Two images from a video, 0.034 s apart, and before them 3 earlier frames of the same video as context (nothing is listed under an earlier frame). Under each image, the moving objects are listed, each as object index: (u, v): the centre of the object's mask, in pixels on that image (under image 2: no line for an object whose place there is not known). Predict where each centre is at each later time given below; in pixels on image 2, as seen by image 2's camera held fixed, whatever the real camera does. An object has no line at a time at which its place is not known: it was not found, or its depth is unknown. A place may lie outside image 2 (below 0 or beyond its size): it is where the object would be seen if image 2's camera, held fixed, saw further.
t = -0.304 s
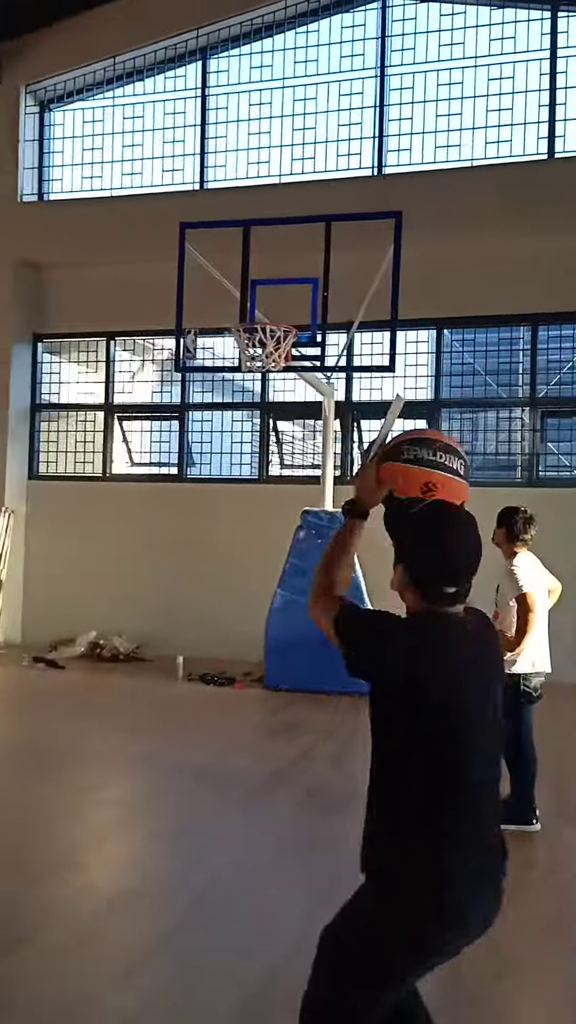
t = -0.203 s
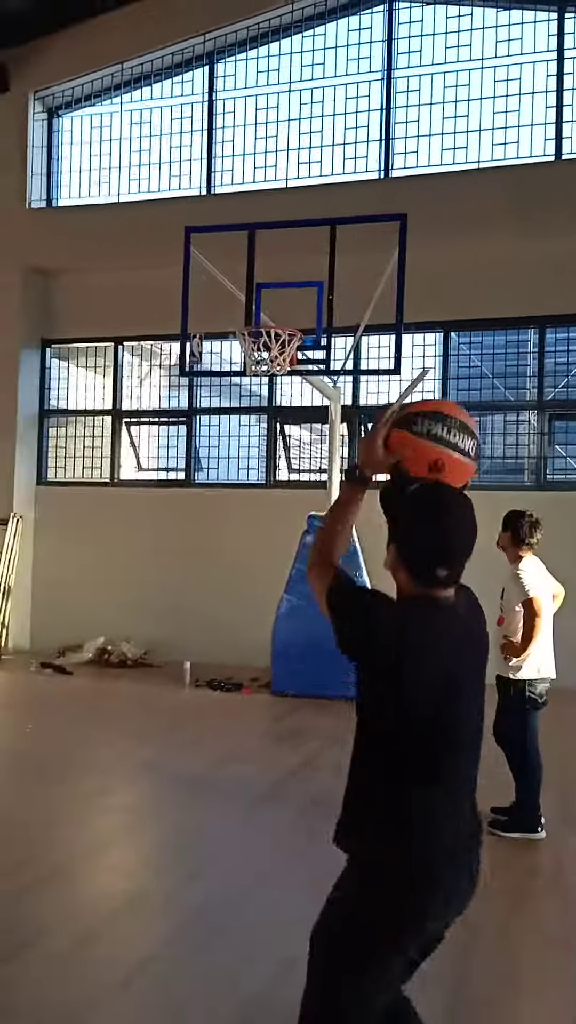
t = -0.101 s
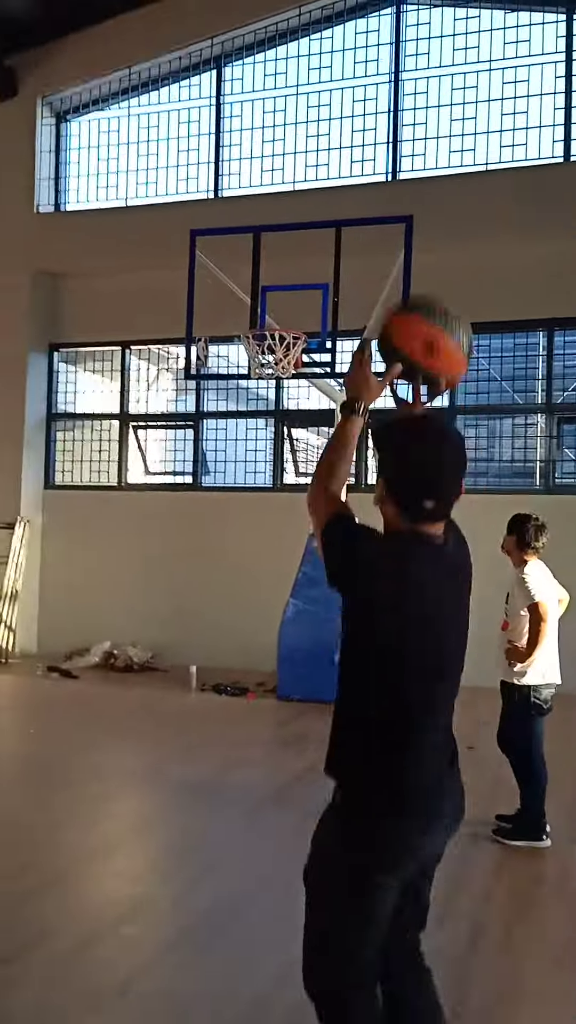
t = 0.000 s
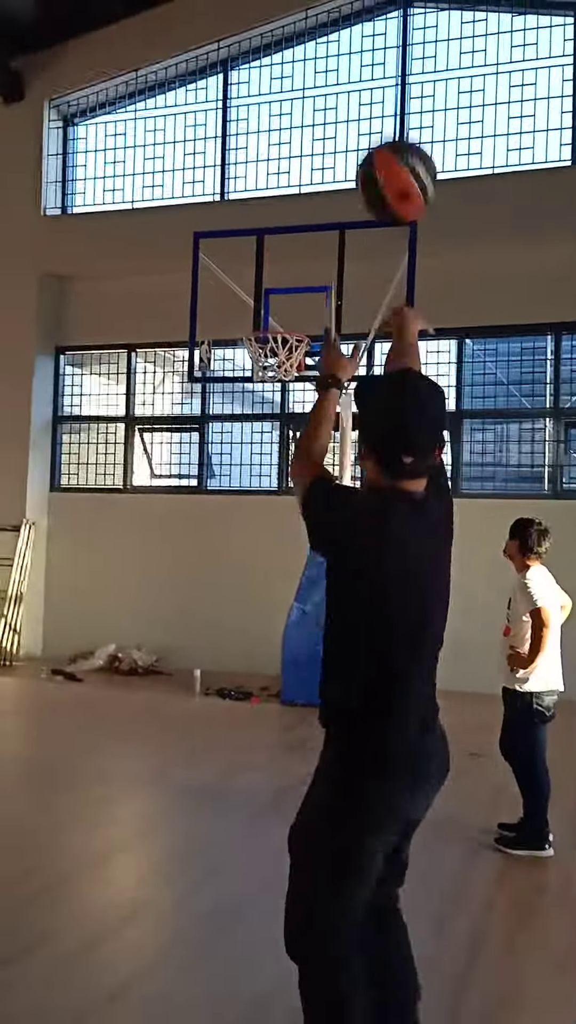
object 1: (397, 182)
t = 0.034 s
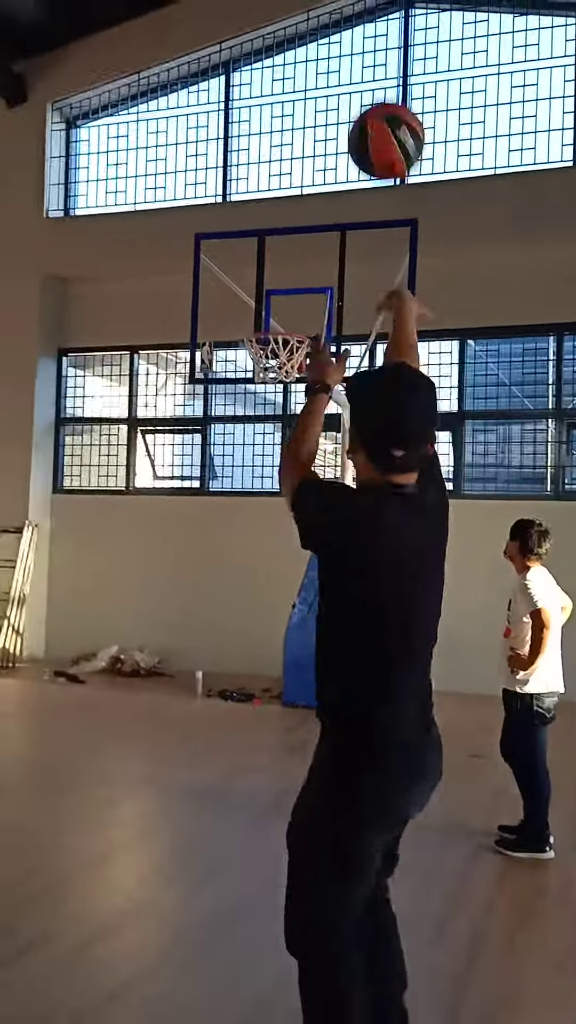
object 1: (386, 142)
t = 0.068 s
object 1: (377, 111)
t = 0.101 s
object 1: (368, 87)
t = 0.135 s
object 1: (359, 67)
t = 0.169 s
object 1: (351, 52)
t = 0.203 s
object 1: (344, 42)
